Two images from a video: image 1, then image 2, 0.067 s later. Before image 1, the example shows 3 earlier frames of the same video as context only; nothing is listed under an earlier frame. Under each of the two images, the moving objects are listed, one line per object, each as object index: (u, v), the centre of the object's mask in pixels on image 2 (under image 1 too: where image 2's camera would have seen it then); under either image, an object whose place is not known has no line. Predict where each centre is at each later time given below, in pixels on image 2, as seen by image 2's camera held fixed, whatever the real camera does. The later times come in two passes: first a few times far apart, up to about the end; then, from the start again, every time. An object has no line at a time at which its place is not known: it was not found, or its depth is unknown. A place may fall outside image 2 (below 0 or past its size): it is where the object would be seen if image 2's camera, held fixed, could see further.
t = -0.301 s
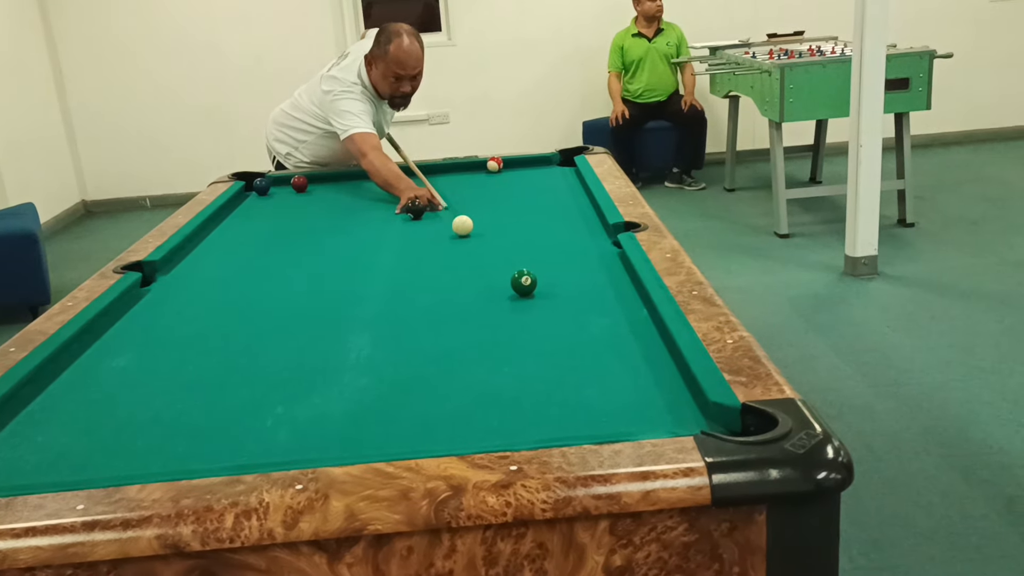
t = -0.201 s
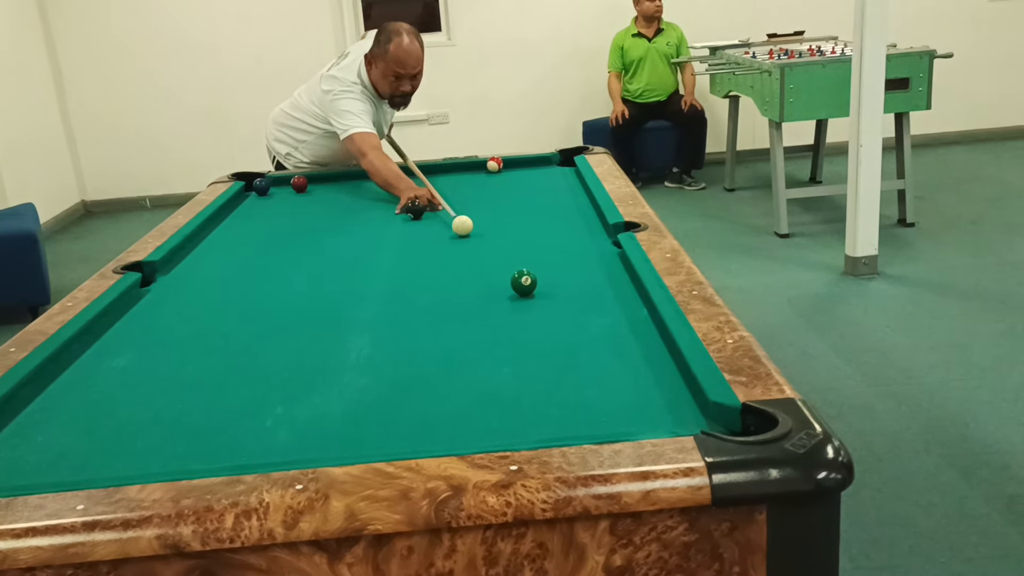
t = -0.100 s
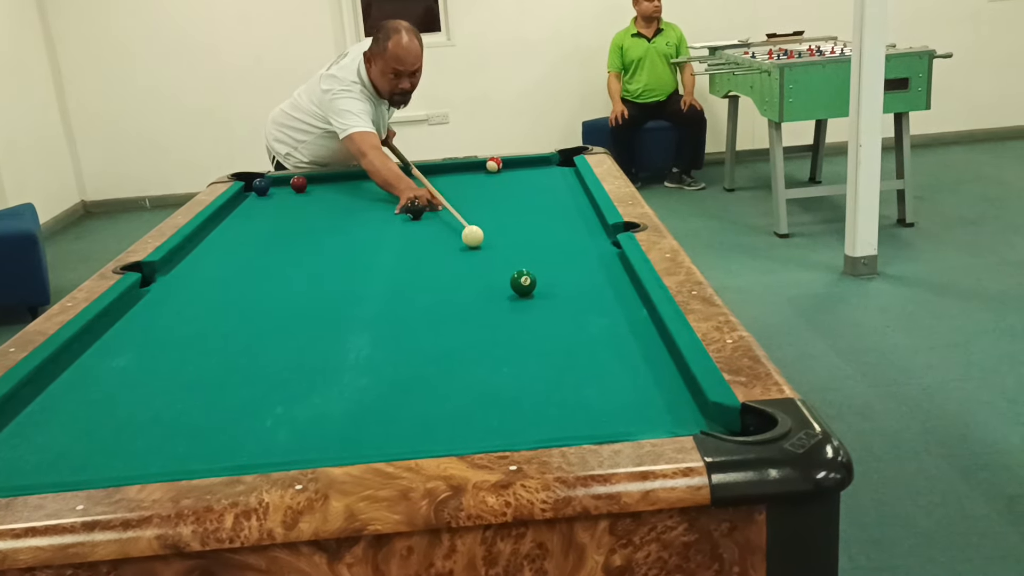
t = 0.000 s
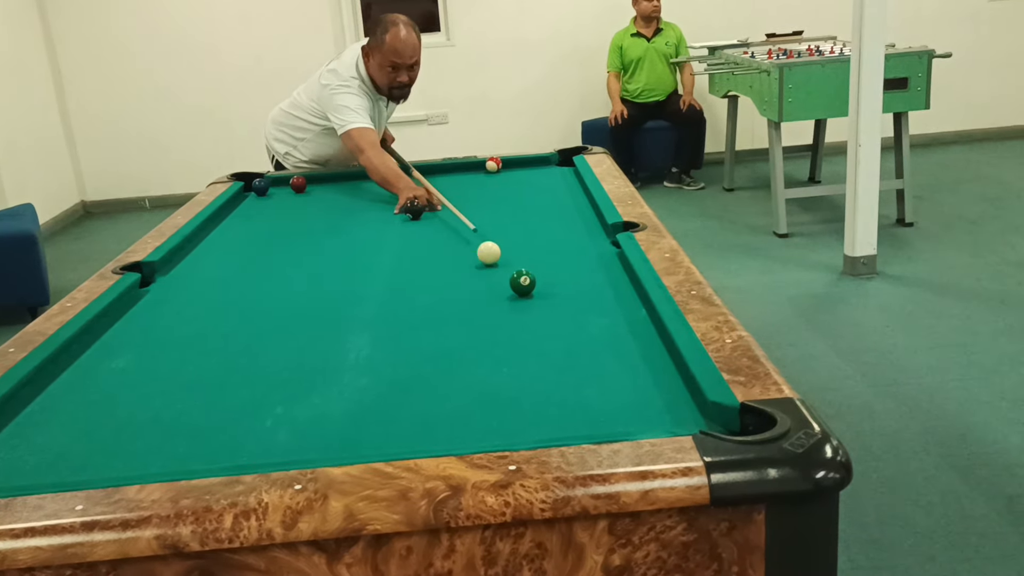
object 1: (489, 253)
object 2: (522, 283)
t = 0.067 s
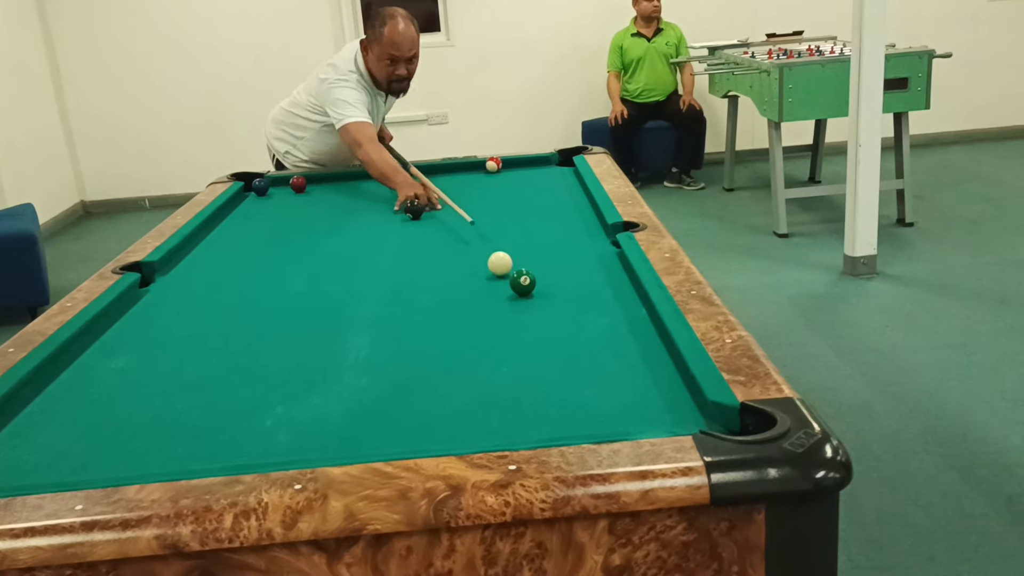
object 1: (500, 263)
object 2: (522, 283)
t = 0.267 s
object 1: (508, 279)
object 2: (550, 302)
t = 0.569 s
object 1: (507, 293)
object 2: (610, 342)
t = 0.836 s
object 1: (505, 305)
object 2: (675, 386)
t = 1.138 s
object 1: (503, 318)
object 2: (692, 416)
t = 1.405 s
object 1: (501, 329)
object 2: (687, 418)
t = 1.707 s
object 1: (497, 340)
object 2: (691, 416)
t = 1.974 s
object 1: (493, 349)
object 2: (696, 412)
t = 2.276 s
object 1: (488, 357)
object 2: (688, 413)
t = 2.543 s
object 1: (482, 362)
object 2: (683, 413)
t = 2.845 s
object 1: (478, 367)
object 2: (683, 413)
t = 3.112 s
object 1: (477, 368)
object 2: (683, 413)
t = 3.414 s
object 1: (475, 369)
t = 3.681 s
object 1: (475, 369)
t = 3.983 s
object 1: (475, 369)
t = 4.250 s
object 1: (475, 369)
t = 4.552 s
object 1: (475, 369)
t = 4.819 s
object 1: (476, 369)
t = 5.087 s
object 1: (475, 368)
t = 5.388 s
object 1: (475, 368)
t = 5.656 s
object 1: (476, 368)
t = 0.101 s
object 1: (504, 268)
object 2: (523, 283)
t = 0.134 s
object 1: (508, 272)
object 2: (522, 283)
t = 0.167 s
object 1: (510, 275)
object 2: (529, 287)
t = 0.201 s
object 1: (509, 276)
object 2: (537, 292)
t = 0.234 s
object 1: (509, 278)
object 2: (544, 297)
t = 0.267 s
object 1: (508, 279)
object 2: (550, 302)
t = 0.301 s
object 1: (508, 281)
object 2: (556, 305)
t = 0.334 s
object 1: (508, 282)
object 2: (563, 310)
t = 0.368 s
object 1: (508, 284)
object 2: (569, 314)
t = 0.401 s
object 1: (508, 285)
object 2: (575, 318)
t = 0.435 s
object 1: (508, 287)
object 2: (582, 323)
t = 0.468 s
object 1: (507, 288)
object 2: (588, 328)
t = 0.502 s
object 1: (507, 290)
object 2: (595, 332)
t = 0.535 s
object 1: (507, 291)
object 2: (602, 337)
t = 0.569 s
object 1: (507, 293)
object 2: (610, 342)
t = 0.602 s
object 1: (507, 294)
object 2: (617, 346)
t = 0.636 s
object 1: (506, 296)
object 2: (625, 352)
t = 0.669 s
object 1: (506, 297)
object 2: (632, 358)
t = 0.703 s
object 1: (506, 299)
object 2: (640, 362)
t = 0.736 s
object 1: (506, 301)
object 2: (649, 368)
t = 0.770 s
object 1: (506, 302)
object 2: (658, 374)
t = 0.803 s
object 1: (505, 304)
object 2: (667, 380)
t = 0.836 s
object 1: (505, 305)
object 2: (675, 386)
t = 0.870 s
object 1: (505, 306)
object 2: (682, 391)
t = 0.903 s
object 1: (505, 308)
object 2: (682, 397)
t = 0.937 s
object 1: (505, 309)
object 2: (682, 403)
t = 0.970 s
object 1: (504, 311)
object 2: (681, 409)
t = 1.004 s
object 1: (504, 312)
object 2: (682, 413)
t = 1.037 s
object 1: (504, 314)
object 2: (681, 416)
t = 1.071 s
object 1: (504, 315)
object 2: (683, 419)
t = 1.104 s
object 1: (504, 317)
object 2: (687, 417)
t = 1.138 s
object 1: (503, 318)
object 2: (692, 416)
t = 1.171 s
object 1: (503, 319)
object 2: (699, 415)
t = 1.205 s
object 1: (503, 321)
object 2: (705, 414)
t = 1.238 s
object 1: (502, 322)
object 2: (701, 415)
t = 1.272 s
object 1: (502, 323)
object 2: (698, 415)
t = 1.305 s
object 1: (502, 325)
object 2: (695, 416)
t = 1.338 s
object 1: (502, 326)
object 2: (692, 417)
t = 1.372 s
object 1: (501, 328)
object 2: (689, 418)
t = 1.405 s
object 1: (501, 329)
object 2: (687, 418)
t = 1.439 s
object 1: (501, 330)
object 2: (684, 419)
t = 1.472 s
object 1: (500, 331)
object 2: (684, 419)
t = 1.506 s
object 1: (500, 333)
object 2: (685, 419)
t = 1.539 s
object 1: (500, 334)
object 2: (686, 418)
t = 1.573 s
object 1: (499, 335)
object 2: (686, 418)
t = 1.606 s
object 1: (498, 337)
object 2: (687, 418)
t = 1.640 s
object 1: (498, 338)
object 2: (688, 417)
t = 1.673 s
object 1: (497, 339)
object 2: (689, 416)
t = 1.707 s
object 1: (497, 340)
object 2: (691, 416)
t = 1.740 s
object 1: (497, 341)
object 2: (691, 415)
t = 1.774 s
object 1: (496, 342)
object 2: (692, 415)
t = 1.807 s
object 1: (495, 343)
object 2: (692, 414)
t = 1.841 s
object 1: (495, 344)
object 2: (693, 413)
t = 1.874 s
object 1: (494, 346)
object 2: (694, 413)
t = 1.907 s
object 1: (494, 347)
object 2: (695, 413)
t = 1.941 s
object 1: (493, 348)
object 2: (696, 412)
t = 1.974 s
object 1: (493, 349)
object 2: (696, 412)
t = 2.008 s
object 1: (492, 350)
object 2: (695, 412)
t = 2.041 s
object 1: (492, 351)
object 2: (694, 413)
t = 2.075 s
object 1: (491, 352)
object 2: (692, 412)
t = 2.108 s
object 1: (491, 353)
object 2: (691, 412)
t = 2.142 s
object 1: (490, 353)
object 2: (691, 413)
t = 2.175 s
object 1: (490, 354)
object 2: (690, 413)
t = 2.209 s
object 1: (489, 355)
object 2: (689, 413)
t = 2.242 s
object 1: (488, 356)
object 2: (688, 413)
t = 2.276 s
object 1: (488, 357)
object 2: (688, 413)
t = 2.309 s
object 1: (487, 358)
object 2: (687, 413)
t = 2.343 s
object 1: (486, 358)
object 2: (686, 413)
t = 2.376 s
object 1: (486, 359)
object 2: (685, 413)
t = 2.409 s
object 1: (485, 360)
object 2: (685, 413)
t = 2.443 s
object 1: (484, 360)
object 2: (684, 413)
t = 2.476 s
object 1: (484, 361)
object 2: (684, 413)
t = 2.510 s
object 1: (483, 362)
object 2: (684, 413)
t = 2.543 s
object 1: (482, 362)
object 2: (683, 413)
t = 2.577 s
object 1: (482, 363)
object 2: (683, 413)
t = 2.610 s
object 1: (481, 363)
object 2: (683, 413)
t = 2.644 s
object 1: (481, 364)
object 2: (683, 413)
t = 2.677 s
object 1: (480, 365)
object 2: (683, 413)
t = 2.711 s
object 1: (479, 365)
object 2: (683, 413)
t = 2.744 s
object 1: (479, 365)
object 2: (683, 413)
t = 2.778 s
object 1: (479, 366)
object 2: (683, 413)
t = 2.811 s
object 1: (478, 366)
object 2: (683, 413)
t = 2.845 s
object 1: (478, 367)
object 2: (683, 413)
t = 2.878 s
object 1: (478, 367)
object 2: (683, 413)
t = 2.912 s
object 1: (477, 367)
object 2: (683, 413)
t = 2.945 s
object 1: (477, 367)
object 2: (683, 413)
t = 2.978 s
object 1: (477, 368)
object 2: (683, 413)
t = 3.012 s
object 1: (477, 368)
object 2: (683, 413)
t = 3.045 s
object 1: (477, 368)
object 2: (683, 413)
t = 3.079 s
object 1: (477, 368)
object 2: (683, 413)
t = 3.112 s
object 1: (477, 368)
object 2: (683, 413)
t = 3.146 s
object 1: (476, 368)
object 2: (683, 413)
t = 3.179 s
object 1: (476, 368)
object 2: (683, 413)
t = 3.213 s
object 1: (476, 368)
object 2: (683, 413)
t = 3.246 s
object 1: (476, 368)
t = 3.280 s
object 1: (476, 369)
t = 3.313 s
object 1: (476, 369)
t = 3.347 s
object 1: (475, 369)
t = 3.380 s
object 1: (475, 369)
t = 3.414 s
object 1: (475, 369)
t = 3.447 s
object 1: (475, 369)
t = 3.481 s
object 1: (475, 369)
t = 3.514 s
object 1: (475, 369)
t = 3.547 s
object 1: (475, 369)
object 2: (683, 413)
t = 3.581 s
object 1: (474, 369)
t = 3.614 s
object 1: (475, 369)
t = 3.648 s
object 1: (475, 369)
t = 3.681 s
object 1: (475, 369)
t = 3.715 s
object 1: (475, 369)
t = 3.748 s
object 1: (475, 369)
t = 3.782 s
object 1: (475, 369)
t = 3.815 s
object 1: (475, 369)
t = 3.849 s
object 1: (475, 369)
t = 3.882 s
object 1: (475, 369)
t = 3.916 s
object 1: (475, 369)
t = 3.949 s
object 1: (475, 369)
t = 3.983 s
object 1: (475, 369)
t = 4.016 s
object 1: (475, 369)
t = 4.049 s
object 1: (475, 369)
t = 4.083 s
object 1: (475, 369)
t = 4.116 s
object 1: (475, 369)
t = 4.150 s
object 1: (475, 369)
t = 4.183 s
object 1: (475, 369)
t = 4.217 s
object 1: (475, 369)
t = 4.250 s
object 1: (475, 369)
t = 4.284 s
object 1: (475, 369)
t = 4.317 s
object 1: (475, 369)
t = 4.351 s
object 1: (475, 369)
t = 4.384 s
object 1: (475, 369)
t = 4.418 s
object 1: (475, 369)
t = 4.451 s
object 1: (475, 369)
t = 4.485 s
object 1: (475, 369)
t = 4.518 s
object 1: (475, 368)
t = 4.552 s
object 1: (475, 369)
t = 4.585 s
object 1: (475, 368)
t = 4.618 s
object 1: (475, 369)
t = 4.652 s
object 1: (475, 368)
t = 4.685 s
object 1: (475, 368)
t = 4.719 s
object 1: (476, 368)
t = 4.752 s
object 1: (476, 368)
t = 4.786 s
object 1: (476, 368)
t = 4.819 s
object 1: (476, 369)
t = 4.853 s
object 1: (475, 368)
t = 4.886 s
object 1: (475, 368)
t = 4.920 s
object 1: (475, 369)
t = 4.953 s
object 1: (475, 368)
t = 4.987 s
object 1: (475, 368)
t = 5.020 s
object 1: (475, 369)
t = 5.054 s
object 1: (475, 368)
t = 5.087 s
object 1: (475, 368)
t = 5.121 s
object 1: (475, 369)
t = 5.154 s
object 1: (475, 368)
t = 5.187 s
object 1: (475, 368)
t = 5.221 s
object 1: (476, 368)
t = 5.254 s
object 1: (475, 368)
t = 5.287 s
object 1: (476, 368)
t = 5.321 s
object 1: (475, 368)
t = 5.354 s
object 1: (475, 368)
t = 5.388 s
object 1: (475, 368)
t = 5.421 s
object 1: (475, 368)
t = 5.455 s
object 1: (475, 368)
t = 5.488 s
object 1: (475, 368)
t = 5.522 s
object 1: (475, 369)
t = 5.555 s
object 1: (476, 369)
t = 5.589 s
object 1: (476, 369)
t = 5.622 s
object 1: (476, 368)
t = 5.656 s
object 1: (476, 368)
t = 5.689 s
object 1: (476, 368)
